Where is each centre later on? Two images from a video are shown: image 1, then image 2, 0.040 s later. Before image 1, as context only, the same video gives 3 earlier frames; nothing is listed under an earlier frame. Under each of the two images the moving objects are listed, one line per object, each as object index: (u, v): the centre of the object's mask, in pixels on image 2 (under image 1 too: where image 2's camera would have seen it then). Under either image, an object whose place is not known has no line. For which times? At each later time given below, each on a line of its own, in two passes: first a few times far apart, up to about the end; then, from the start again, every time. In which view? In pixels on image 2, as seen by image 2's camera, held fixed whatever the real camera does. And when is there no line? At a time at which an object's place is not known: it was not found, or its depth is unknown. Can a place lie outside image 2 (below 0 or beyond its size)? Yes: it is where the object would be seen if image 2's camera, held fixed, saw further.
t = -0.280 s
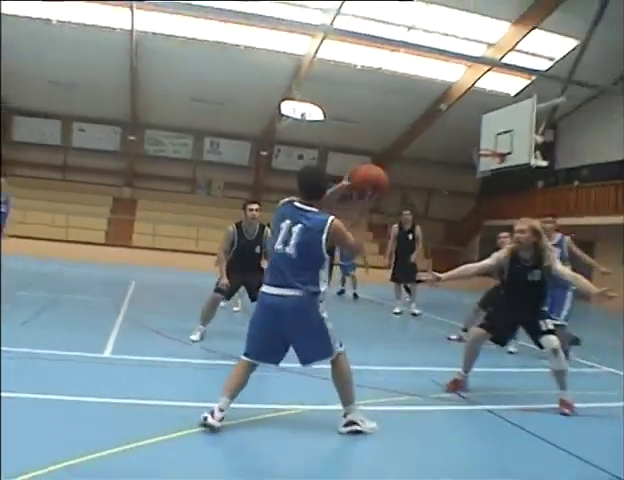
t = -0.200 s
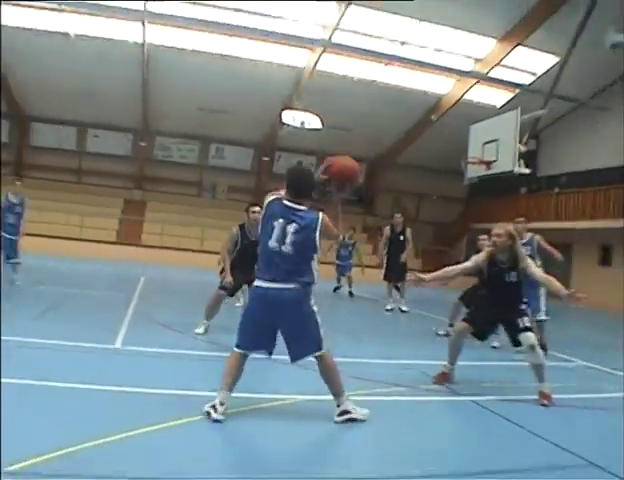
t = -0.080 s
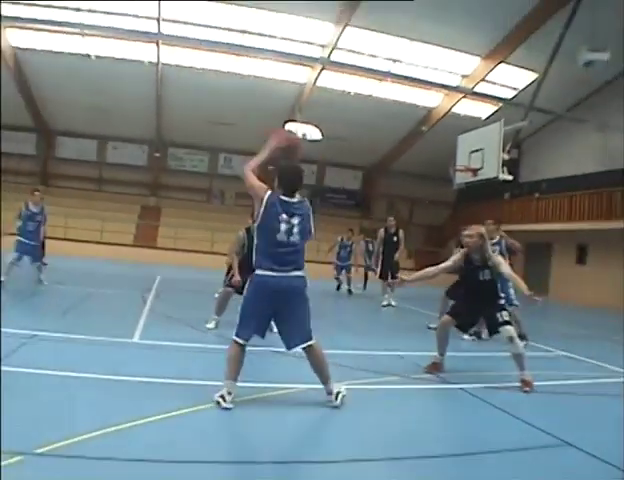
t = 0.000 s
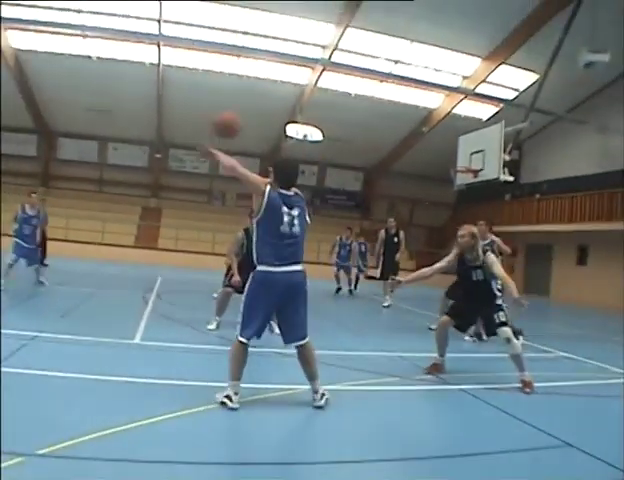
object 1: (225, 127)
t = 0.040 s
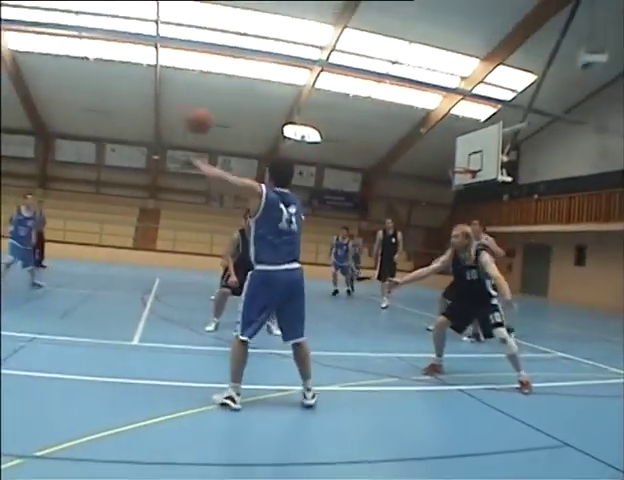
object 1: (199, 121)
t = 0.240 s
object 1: (102, 124)
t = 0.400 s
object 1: (49, 144)
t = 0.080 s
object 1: (174, 118)
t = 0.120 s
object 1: (153, 116)
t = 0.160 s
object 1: (135, 118)
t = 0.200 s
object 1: (117, 121)
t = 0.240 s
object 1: (102, 124)
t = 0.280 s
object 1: (87, 128)
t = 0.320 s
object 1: (75, 133)
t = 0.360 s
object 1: (62, 139)
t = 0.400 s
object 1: (49, 144)
